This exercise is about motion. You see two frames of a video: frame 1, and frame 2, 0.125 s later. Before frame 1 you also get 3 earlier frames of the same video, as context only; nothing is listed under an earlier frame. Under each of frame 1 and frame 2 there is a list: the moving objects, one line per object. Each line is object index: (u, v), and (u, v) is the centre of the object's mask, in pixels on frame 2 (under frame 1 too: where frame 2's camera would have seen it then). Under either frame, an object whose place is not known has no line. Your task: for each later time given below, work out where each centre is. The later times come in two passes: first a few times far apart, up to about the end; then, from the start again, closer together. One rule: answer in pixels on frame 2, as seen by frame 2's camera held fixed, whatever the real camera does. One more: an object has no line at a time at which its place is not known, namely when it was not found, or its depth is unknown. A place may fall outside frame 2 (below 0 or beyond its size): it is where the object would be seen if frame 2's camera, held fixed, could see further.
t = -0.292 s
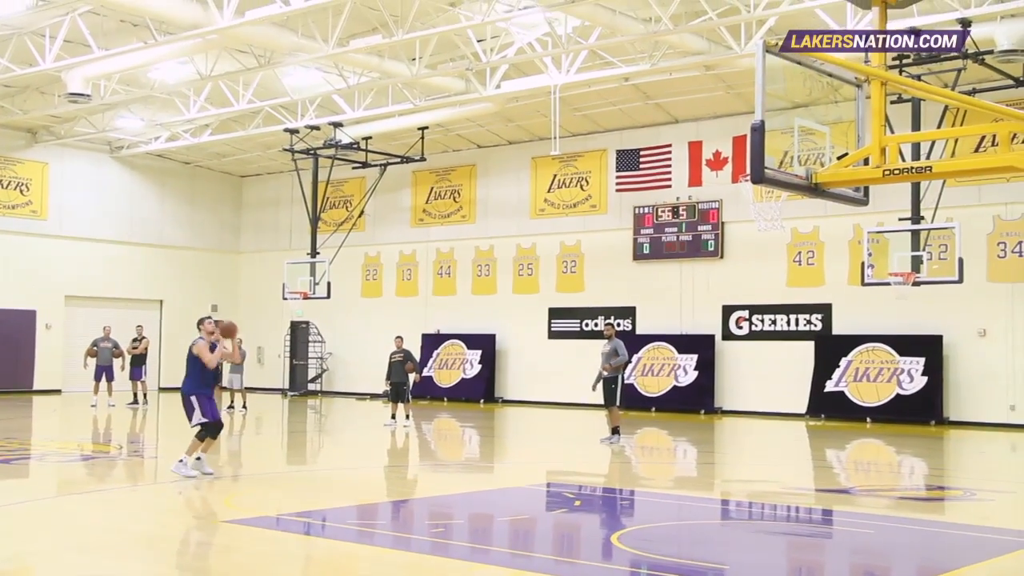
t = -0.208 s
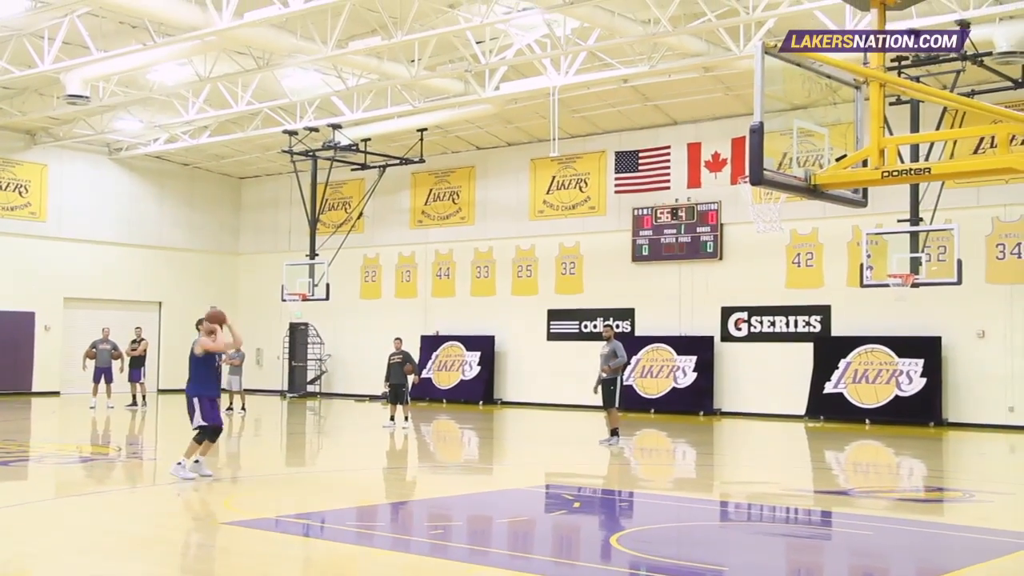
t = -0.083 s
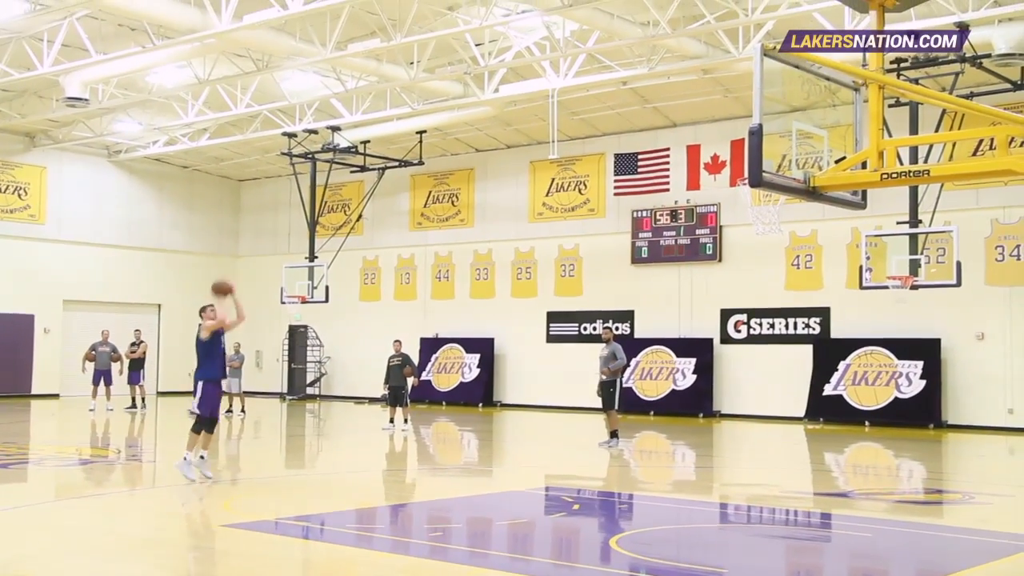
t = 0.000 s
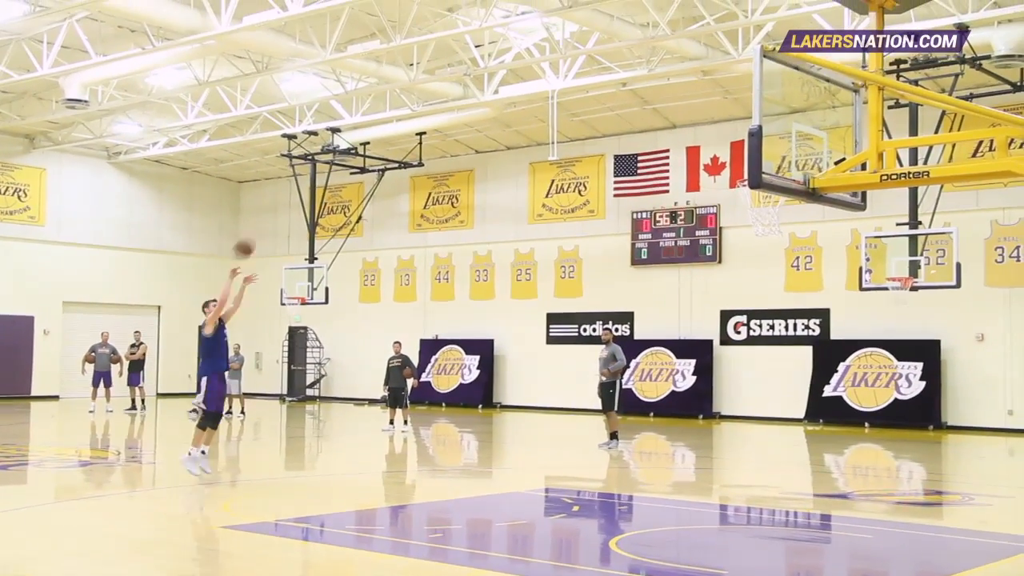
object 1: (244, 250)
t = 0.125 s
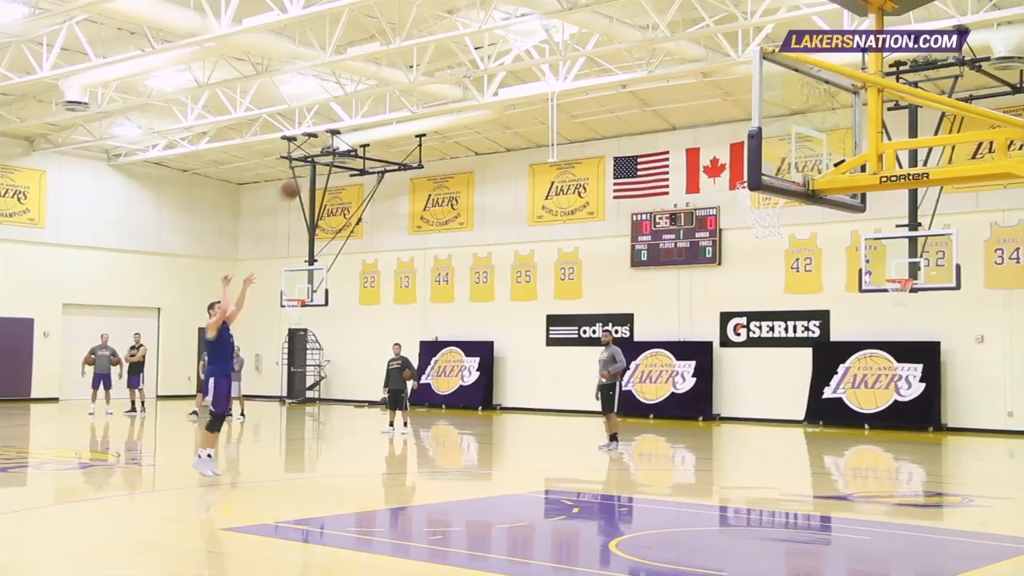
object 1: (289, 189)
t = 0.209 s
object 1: (322, 155)
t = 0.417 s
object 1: (405, 89)
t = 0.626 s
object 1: (496, 55)
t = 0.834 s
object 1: (596, 62)
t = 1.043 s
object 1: (711, 116)
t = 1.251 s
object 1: (739, 136)
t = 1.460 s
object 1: (655, 88)
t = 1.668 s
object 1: (577, 88)
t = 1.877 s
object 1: (507, 129)
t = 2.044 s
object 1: (456, 188)
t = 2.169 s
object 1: (421, 246)
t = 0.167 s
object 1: (304, 171)
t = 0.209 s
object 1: (322, 155)
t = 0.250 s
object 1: (337, 139)
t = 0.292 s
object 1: (354, 125)
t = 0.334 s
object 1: (370, 110)
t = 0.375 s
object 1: (388, 98)
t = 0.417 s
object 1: (405, 89)
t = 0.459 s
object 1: (422, 79)
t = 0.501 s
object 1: (441, 70)
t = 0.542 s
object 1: (459, 64)
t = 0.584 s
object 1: (477, 59)
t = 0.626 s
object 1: (496, 55)
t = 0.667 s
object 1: (515, 53)
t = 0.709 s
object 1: (535, 53)
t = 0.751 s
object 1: (555, 53)
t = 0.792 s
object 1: (575, 57)
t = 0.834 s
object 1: (596, 62)
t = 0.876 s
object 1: (619, 68)
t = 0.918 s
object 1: (641, 77)
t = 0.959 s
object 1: (663, 88)
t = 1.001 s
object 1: (687, 101)
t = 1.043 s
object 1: (711, 116)
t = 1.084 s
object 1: (735, 134)
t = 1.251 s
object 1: (739, 136)
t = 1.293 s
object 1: (724, 122)
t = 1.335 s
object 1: (706, 111)
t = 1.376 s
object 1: (689, 101)
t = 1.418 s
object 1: (672, 93)
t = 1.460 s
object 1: (655, 88)
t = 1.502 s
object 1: (639, 85)
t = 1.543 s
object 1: (623, 82)
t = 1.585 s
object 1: (607, 83)
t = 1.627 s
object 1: (592, 84)
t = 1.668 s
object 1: (577, 88)
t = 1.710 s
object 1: (562, 93)
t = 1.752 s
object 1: (548, 100)
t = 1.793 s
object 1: (534, 108)
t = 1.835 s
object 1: (521, 118)
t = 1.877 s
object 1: (507, 129)
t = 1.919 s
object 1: (494, 142)
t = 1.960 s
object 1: (481, 156)
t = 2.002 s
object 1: (468, 171)
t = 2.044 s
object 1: (456, 188)
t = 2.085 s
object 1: (444, 206)
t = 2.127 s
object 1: (432, 225)
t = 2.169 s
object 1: (421, 246)
